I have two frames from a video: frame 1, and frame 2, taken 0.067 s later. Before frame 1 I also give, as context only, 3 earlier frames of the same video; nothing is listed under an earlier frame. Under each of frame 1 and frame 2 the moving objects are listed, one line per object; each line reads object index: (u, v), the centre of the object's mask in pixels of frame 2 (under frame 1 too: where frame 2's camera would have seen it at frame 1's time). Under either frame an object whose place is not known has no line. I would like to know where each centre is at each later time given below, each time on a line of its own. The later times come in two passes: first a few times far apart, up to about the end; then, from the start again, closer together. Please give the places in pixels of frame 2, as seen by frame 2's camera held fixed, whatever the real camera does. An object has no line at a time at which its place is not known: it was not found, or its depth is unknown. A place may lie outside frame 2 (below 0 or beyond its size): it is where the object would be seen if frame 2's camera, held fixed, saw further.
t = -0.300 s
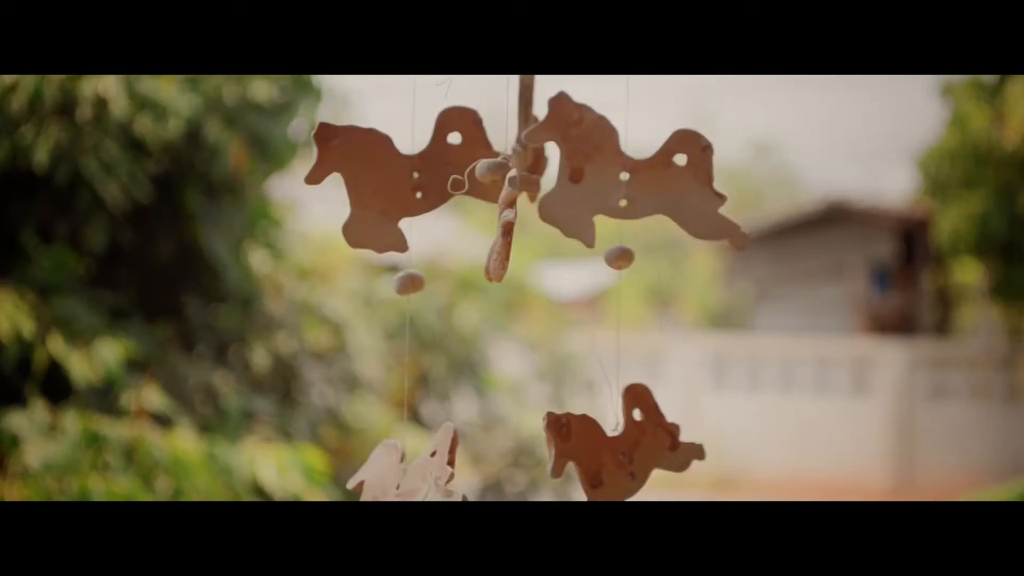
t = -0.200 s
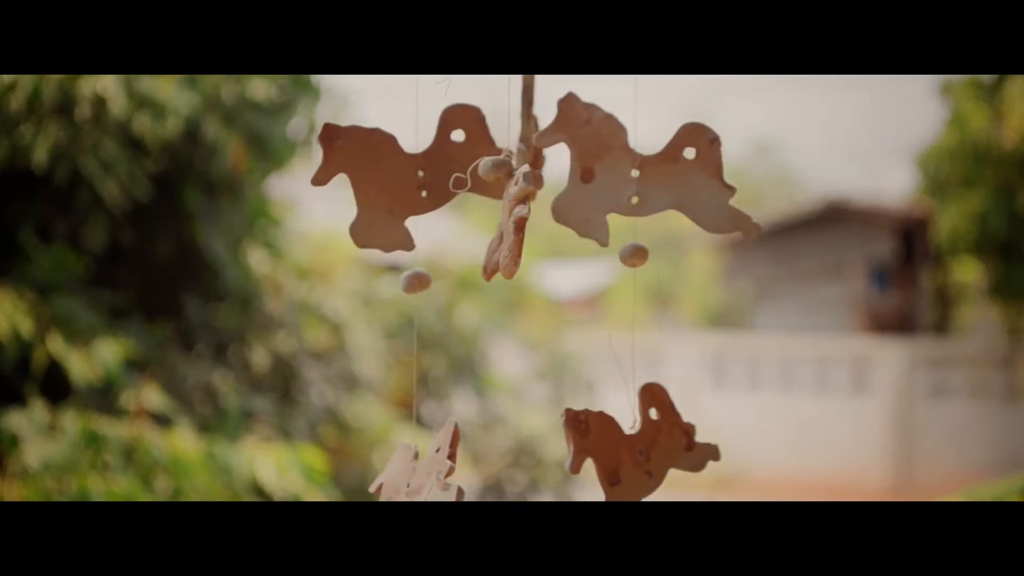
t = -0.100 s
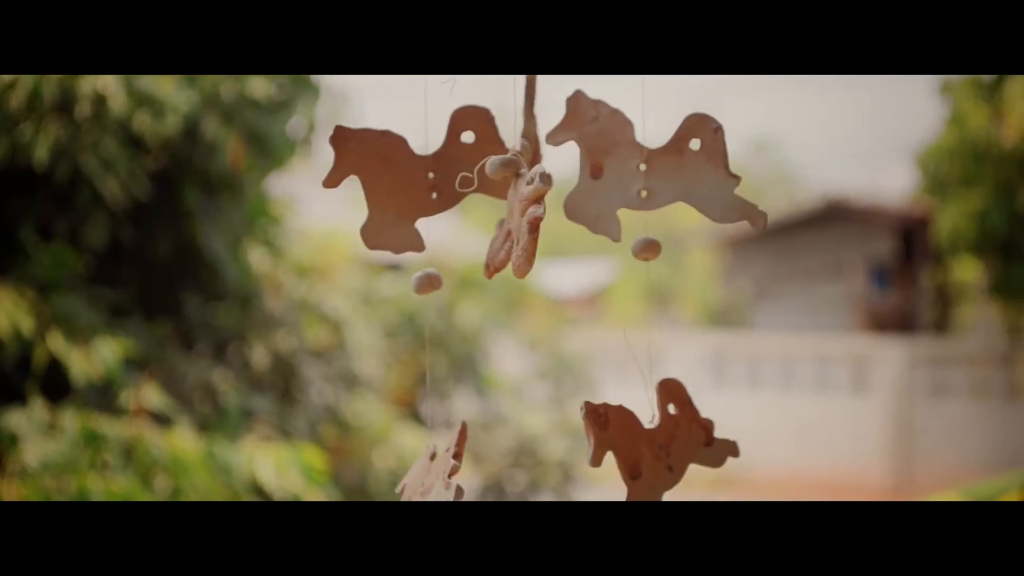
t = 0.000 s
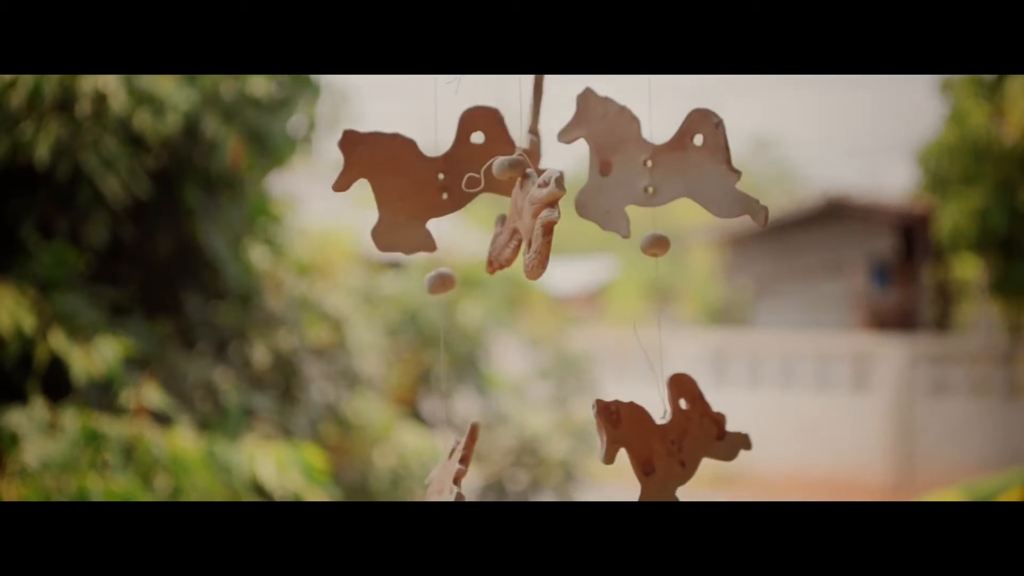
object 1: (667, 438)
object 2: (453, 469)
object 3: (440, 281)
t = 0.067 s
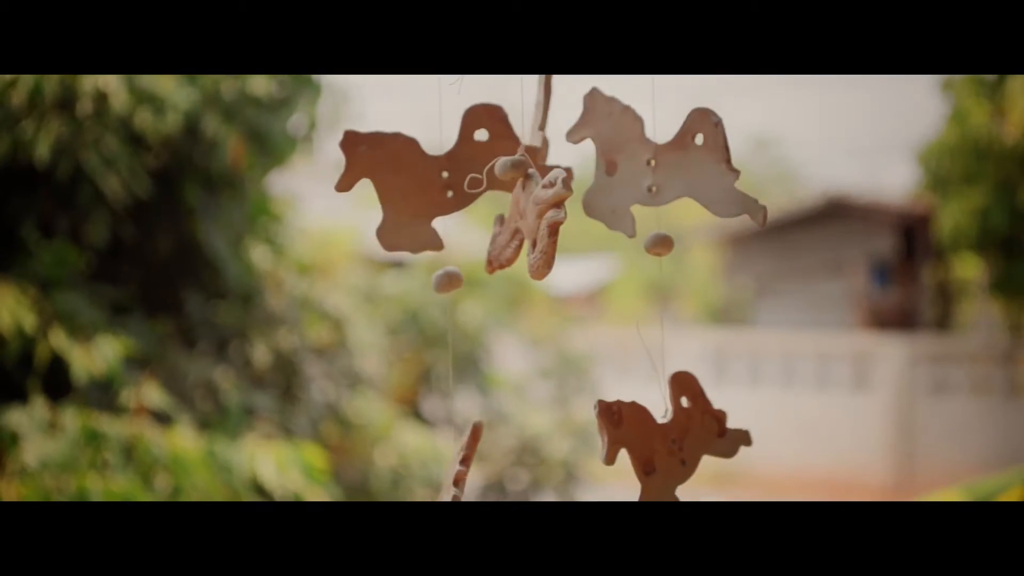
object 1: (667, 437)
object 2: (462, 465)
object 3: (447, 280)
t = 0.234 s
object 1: (650, 433)
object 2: (460, 461)
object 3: (451, 272)
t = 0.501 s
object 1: (612, 434)
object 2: (411, 457)
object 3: (424, 265)
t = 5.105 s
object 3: (405, 271)
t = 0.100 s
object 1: (666, 437)
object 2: (467, 461)
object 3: (450, 278)
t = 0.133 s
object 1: (663, 436)
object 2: (467, 459)
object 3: (452, 276)
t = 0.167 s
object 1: (660, 435)
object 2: (467, 460)
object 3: (452, 274)
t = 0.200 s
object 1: (655, 434)
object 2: (464, 461)
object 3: (452, 273)
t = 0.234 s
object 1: (650, 433)
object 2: (460, 461)
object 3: (451, 272)
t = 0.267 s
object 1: (644, 432)
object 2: (455, 461)
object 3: (449, 271)
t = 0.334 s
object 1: (633, 432)
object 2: (445, 460)
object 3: (445, 271)
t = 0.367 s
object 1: (627, 432)
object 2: (438, 460)
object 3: (442, 271)
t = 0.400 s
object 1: (622, 433)
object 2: (431, 460)
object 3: (438, 270)
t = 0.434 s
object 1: (618, 433)
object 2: (423, 459)
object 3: (435, 269)
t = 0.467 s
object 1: (615, 434)
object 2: (417, 458)
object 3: (430, 267)
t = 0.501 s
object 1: (612, 434)
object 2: (411, 457)
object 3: (424, 265)
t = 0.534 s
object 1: (612, 434)
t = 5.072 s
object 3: (405, 271)
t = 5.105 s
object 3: (405, 271)
